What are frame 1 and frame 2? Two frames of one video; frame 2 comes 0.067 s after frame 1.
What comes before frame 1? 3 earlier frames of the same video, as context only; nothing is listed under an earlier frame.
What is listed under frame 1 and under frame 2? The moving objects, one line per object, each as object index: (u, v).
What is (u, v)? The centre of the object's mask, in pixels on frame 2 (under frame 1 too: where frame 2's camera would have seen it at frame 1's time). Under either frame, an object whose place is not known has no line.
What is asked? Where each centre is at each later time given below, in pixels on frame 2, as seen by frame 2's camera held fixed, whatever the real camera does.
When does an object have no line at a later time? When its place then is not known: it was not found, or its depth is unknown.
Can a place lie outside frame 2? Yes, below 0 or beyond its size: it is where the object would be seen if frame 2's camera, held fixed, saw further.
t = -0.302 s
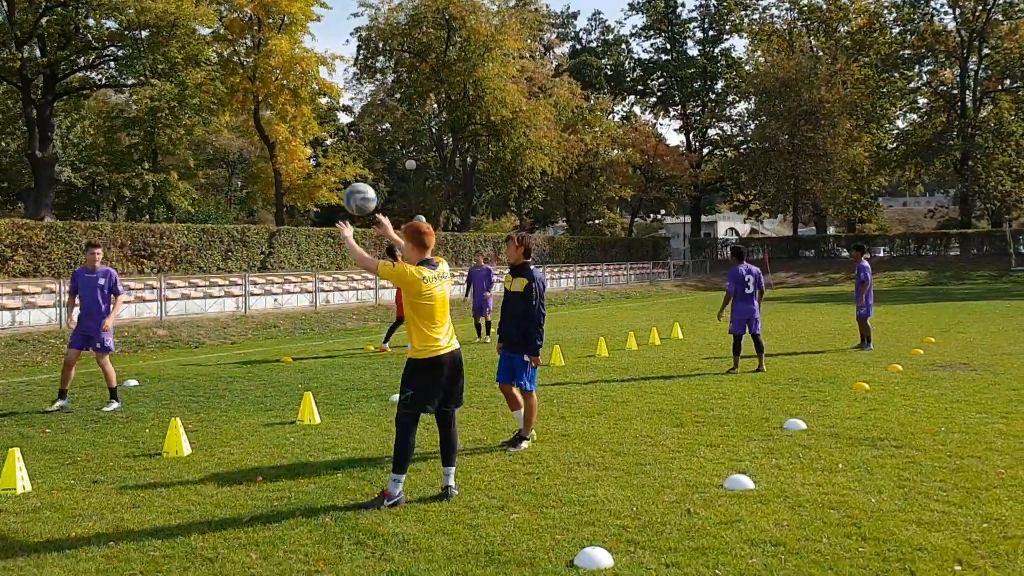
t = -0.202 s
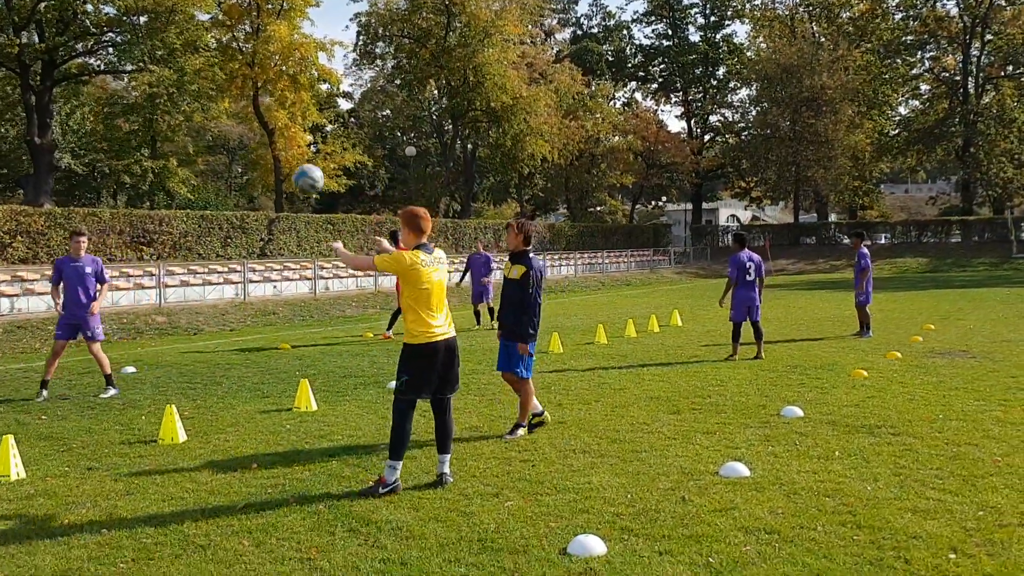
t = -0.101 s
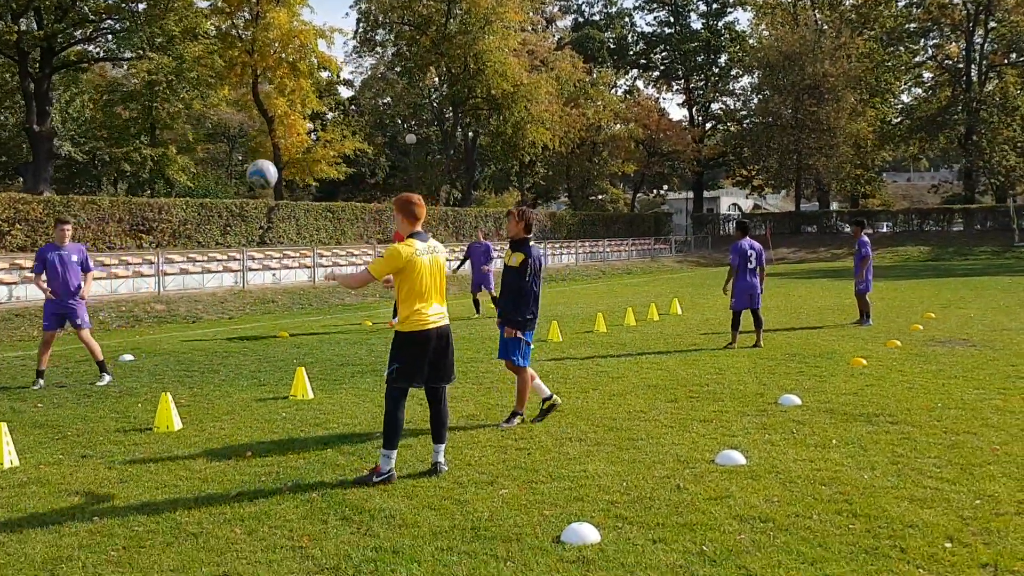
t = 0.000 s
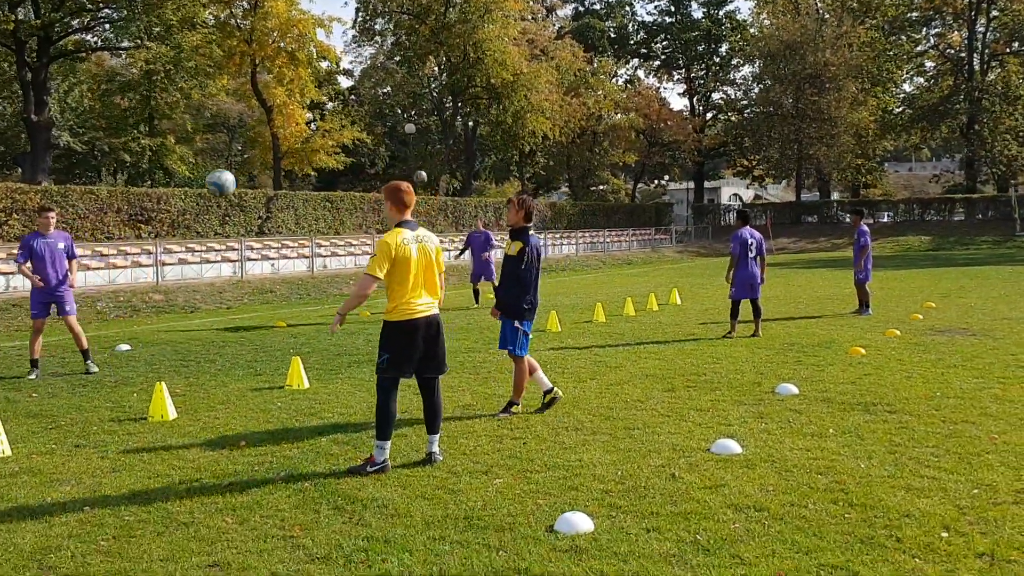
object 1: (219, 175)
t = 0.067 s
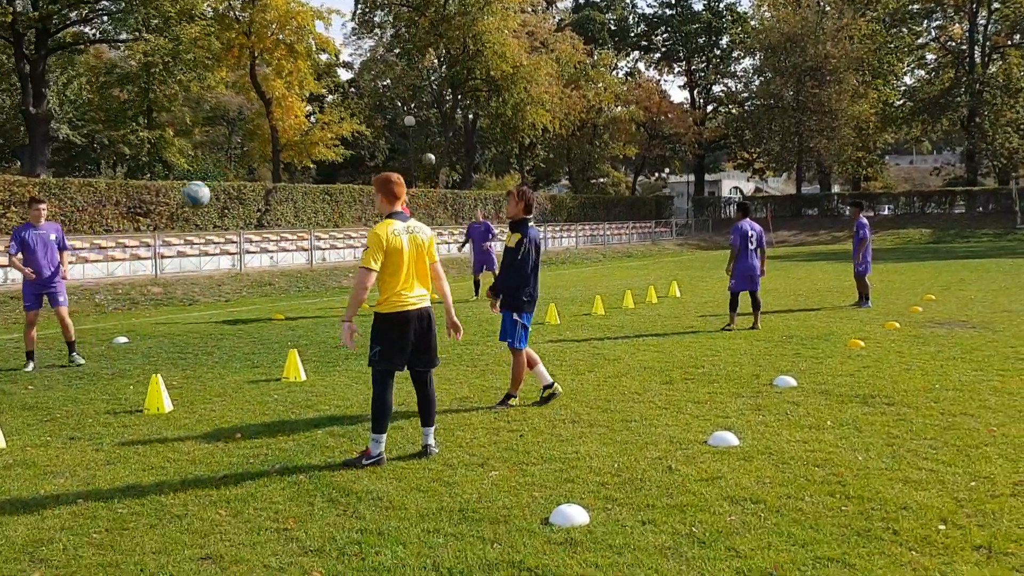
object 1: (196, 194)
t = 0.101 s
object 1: (185, 205)
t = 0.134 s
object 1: (174, 218)
